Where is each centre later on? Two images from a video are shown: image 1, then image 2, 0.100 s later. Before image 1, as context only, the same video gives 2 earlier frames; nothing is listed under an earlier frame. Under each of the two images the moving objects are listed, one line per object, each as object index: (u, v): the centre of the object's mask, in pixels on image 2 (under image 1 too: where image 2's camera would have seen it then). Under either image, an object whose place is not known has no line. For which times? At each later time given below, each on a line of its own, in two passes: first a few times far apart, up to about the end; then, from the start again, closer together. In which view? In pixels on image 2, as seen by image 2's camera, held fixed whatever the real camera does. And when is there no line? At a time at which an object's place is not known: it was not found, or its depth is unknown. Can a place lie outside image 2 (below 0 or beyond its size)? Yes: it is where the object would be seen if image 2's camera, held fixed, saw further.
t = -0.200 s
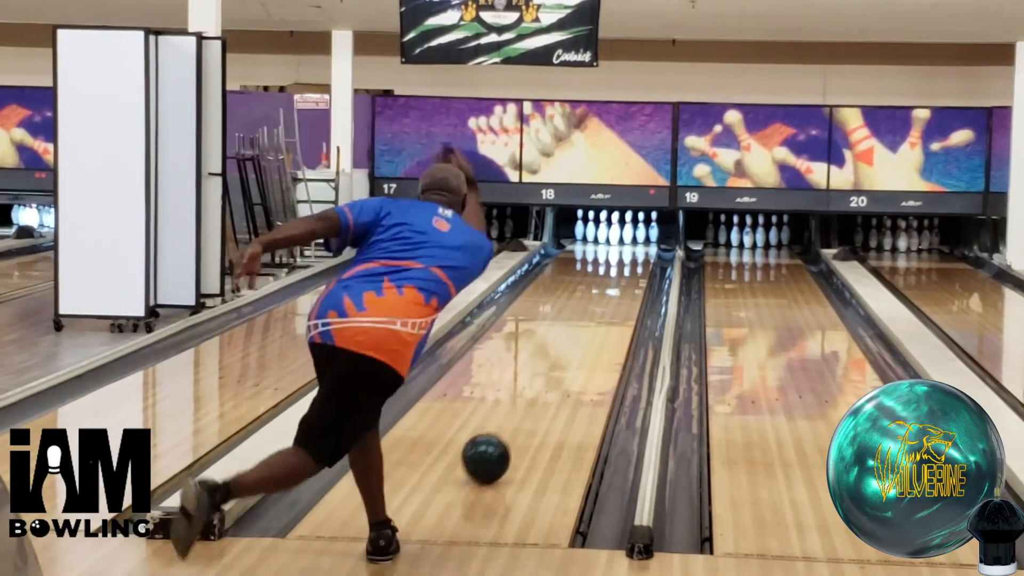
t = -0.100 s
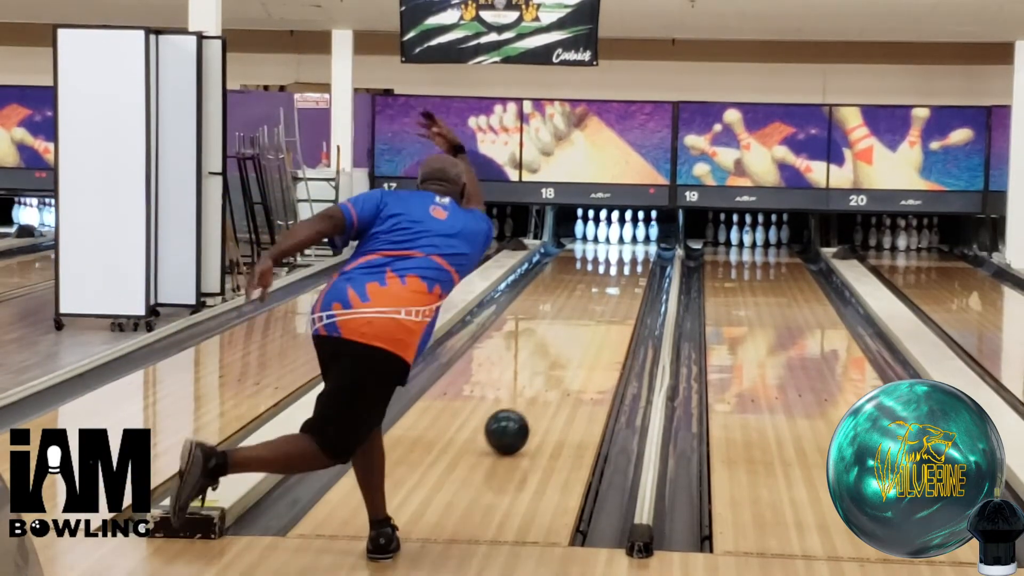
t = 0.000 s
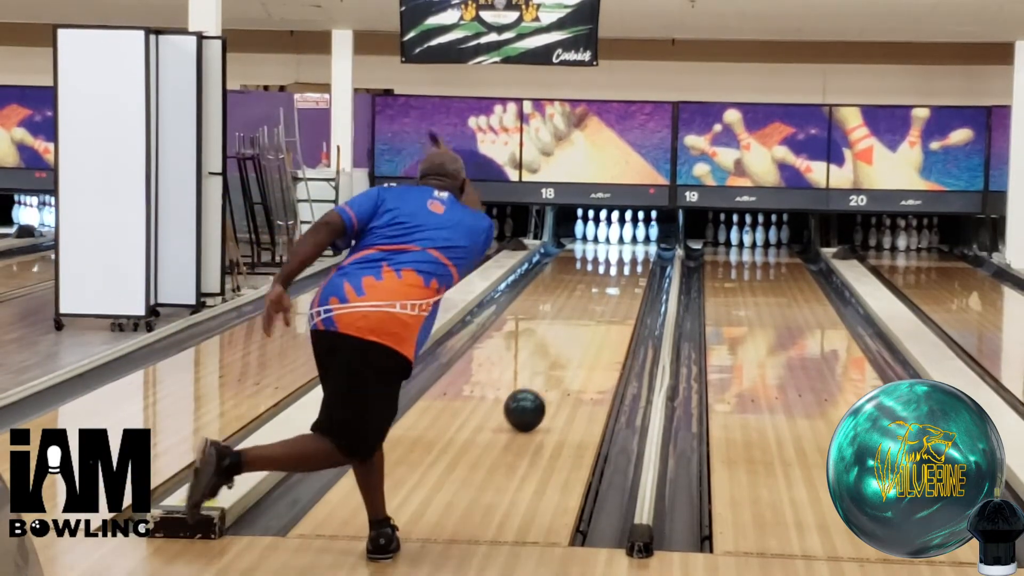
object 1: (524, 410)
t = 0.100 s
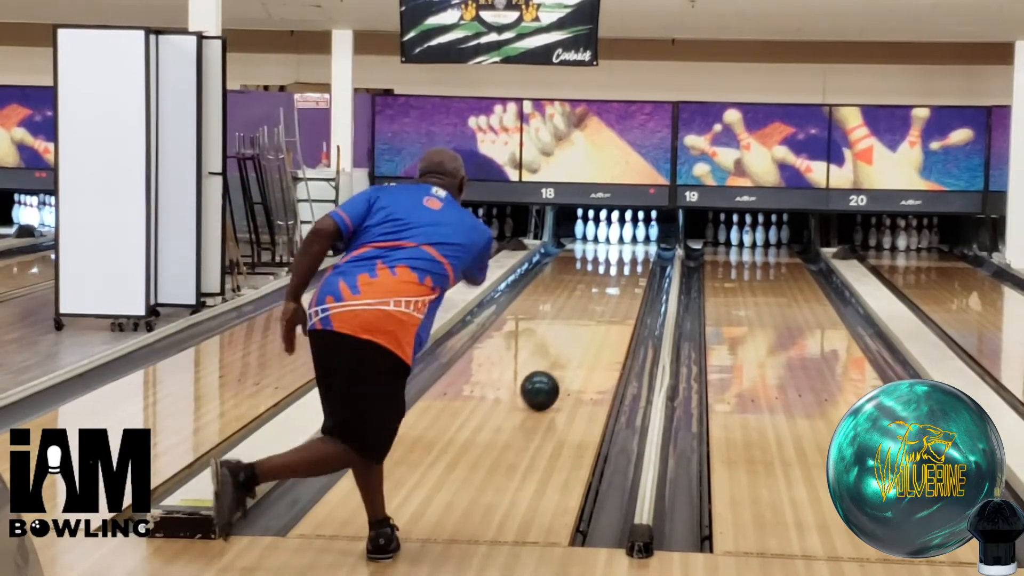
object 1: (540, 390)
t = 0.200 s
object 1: (553, 374)
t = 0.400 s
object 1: (574, 346)
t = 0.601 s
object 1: (591, 323)
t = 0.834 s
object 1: (605, 301)
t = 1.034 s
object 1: (615, 285)
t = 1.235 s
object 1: (622, 273)
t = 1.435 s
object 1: (626, 262)
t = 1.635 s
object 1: (627, 253)
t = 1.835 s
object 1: (625, 245)
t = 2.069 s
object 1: (618, 237)
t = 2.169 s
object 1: (617, 236)
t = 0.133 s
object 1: (544, 385)
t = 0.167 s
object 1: (548, 379)
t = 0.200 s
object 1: (553, 374)
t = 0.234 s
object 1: (557, 369)
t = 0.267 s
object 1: (560, 364)
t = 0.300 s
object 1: (564, 359)
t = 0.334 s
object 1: (568, 355)
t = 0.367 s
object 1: (571, 350)
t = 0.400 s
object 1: (574, 346)
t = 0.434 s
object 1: (577, 342)
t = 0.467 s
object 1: (580, 338)
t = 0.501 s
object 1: (583, 334)
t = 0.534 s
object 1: (586, 330)
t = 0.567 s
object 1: (588, 326)
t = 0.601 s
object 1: (591, 323)
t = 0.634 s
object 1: (593, 319)
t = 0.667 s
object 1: (596, 316)
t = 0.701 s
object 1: (598, 313)
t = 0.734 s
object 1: (600, 310)
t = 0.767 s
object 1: (602, 307)
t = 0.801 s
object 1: (604, 304)
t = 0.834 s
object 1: (605, 301)
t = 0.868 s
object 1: (607, 298)
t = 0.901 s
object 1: (609, 295)
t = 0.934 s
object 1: (610, 292)
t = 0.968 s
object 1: (612, 290)
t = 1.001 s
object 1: (613, 288)
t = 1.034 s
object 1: (615, 285)
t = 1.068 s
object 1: (616, 283)
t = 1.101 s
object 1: (618, 281)
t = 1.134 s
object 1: (619, 279)
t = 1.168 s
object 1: (620, 276)
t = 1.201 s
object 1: (621, 274)
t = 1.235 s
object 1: (622, 273)
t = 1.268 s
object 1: (623, 271)
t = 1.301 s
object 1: (624, 269)
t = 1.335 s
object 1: (625, 267)
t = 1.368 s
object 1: (625, 265)
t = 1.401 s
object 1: (626, 264)
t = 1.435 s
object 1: (626, 262)
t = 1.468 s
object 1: (627, 260)
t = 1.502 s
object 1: (627, 259)
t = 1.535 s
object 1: (627, 257)
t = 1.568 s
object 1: (627, 256)
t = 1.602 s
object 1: (627, 254)
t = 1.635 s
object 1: (627, 253)
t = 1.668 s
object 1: (627, 251)
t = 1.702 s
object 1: (626, 250)
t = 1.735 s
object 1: (626, 248)
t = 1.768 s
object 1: (626, 247)
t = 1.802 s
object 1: (625, 246)
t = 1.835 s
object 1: (625, 245)
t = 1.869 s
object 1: (624, 244)
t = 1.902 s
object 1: (623, 243)
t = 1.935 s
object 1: (623, 242)
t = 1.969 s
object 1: (622, 241)
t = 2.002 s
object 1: (621, 240)
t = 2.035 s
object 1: (620, 238)
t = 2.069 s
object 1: (618, 237)
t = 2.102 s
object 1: (617, 237)
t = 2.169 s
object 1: (617, 236)
